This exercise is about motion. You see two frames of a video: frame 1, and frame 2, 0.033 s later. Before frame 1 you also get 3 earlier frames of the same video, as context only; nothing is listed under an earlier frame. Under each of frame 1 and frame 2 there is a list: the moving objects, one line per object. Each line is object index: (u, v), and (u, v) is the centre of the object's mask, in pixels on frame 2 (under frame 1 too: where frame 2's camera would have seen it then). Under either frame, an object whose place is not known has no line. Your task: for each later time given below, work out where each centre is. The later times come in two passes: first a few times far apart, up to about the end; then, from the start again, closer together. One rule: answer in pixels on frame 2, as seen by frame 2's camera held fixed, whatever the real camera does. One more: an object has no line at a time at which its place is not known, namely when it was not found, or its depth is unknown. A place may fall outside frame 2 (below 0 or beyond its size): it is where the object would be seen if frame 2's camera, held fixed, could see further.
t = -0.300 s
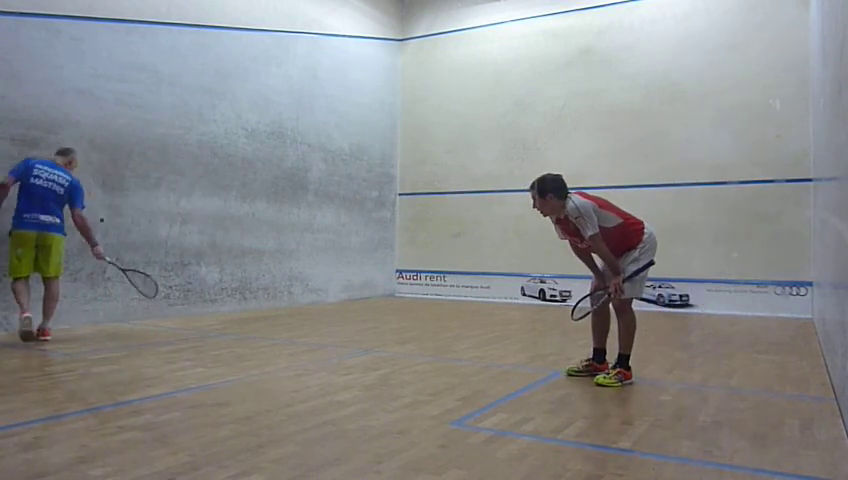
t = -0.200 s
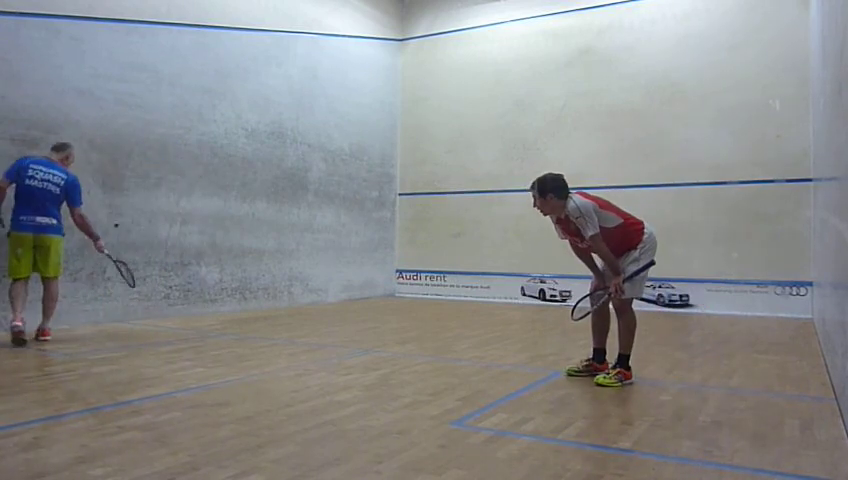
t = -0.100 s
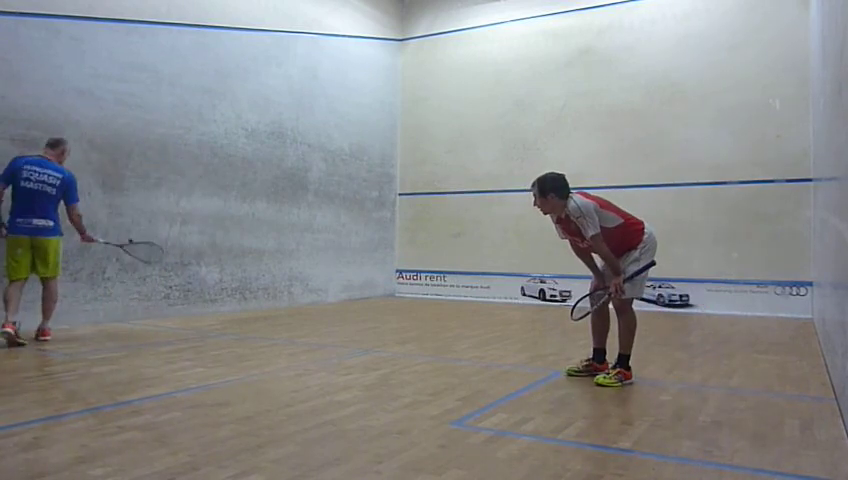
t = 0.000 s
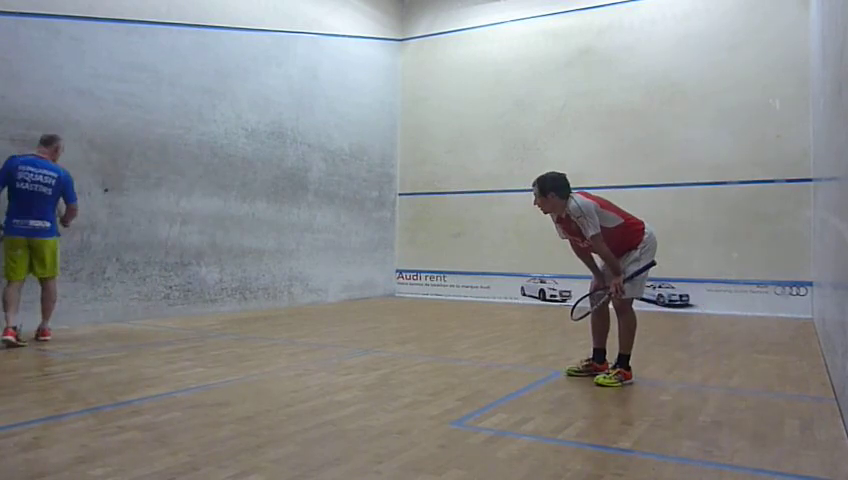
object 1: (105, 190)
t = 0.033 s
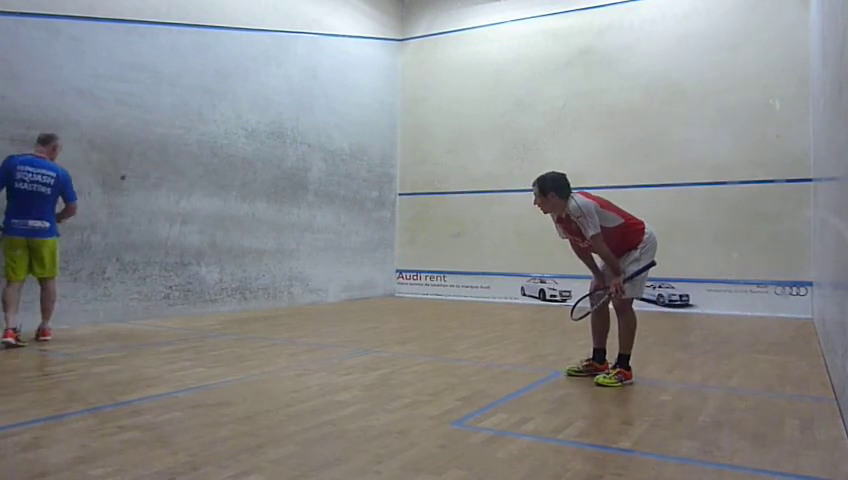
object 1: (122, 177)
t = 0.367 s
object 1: (336, 86)
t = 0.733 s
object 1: (700, 127)
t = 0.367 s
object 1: (336, 86)
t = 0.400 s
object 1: (363, 83)
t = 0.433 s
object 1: (389, 80)
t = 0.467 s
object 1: (418, 79)
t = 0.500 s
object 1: (448, 79)
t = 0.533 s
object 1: (478, 80)
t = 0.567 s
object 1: (512, 84)
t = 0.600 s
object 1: (547, 88)
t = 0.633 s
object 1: (581, 95)
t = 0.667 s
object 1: (620, 104)
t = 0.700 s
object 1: (660, 115)
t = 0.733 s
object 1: (700, 127)
